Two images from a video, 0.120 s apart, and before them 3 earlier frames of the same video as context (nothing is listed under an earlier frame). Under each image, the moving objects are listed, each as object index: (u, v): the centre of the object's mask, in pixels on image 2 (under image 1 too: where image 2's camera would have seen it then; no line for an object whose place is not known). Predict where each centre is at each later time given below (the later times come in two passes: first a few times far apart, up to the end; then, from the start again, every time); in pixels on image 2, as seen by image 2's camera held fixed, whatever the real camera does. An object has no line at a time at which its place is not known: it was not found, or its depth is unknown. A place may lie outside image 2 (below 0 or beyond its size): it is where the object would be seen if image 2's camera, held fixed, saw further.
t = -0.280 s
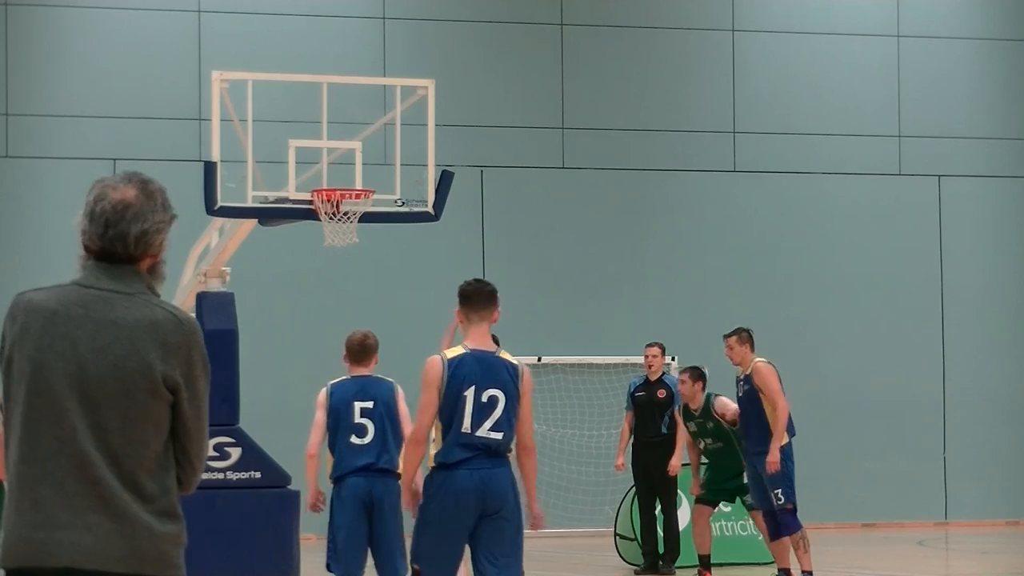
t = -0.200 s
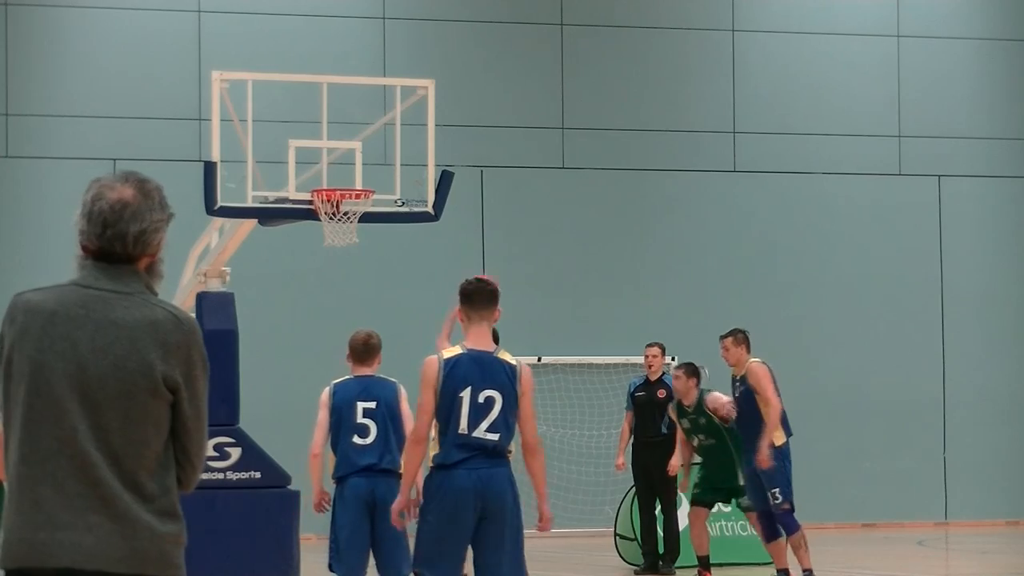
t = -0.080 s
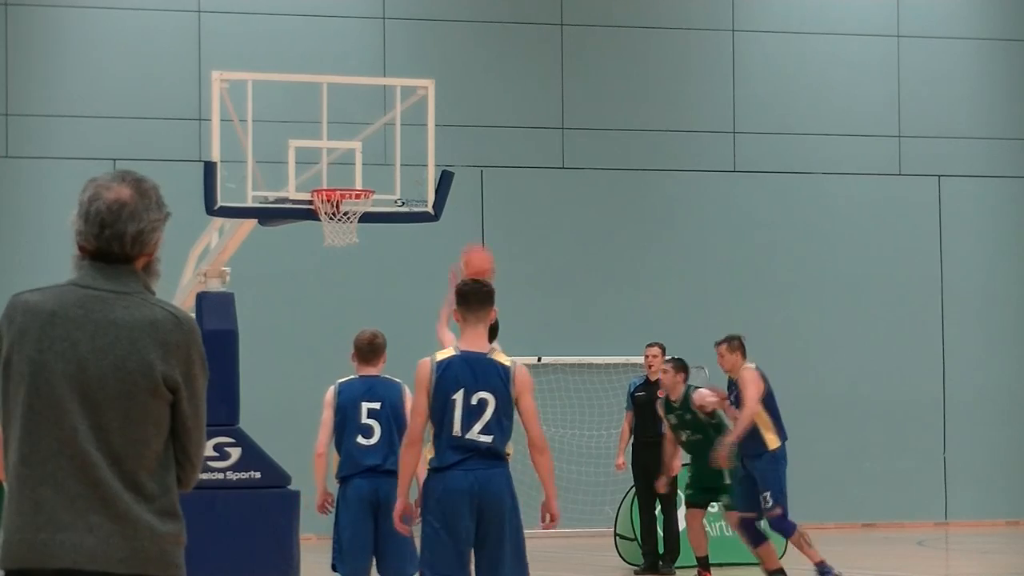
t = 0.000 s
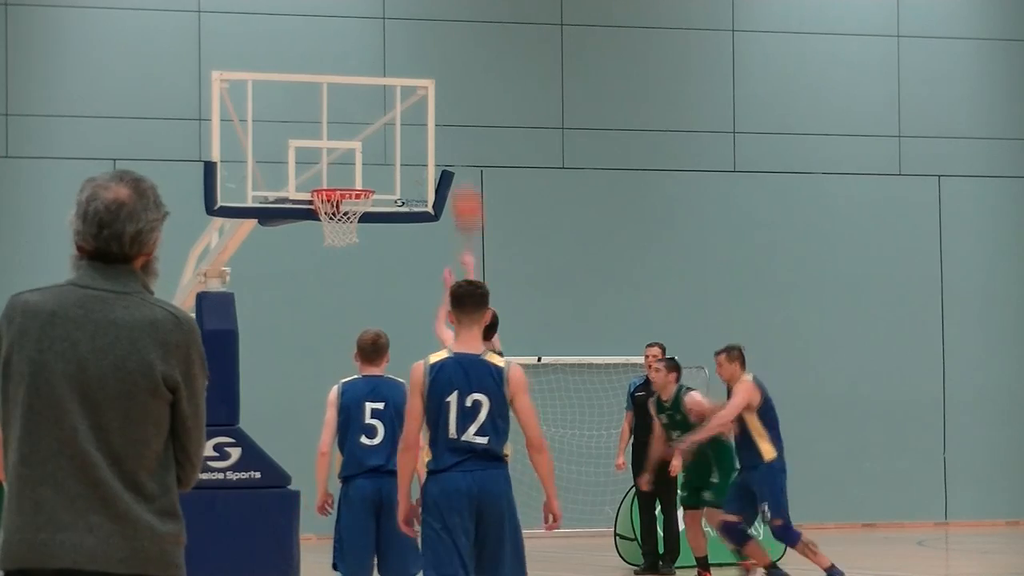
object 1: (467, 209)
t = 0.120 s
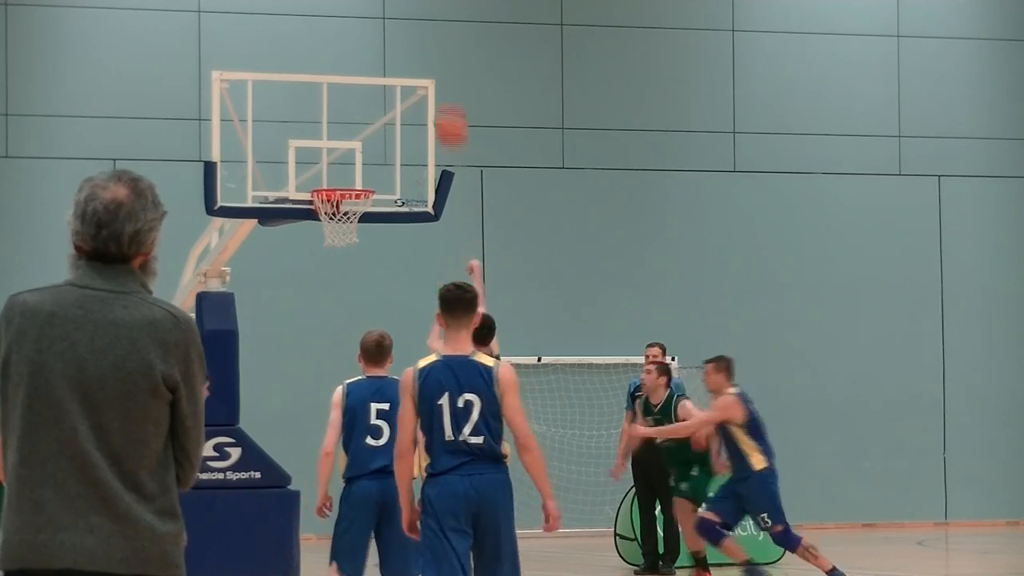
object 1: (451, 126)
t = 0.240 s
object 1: (436, 66)
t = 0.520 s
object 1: (404, 13)
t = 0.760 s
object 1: (378, 48)
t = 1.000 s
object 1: (357, 159)
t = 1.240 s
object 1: (338, 243)
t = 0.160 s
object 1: (446, 104)
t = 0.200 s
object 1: (441, 84)
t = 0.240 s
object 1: (436, 66)
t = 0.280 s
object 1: (431, 51)
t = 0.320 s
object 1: (426, 40)
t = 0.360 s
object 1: (421, 30)
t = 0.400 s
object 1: (417, 21)
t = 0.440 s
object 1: (413, 16)
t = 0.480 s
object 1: (408, 13)
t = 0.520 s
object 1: (404, 13)
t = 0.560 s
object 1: (399, 13)
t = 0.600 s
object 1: (395, 15)
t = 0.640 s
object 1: (391, 20)
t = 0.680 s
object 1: (387, 27)
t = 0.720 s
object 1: (382, 36)
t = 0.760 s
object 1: (378, 48)
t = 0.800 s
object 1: (374, 61)
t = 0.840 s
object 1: (371, 76)
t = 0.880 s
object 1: (367, 93)
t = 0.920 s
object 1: (363, 112)
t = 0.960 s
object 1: (360, 133)
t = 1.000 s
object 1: (357, 159)
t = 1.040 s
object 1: (354, 178)
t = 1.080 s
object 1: (349, 208)
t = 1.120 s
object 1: (348, 222)
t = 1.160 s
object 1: (345, 227)
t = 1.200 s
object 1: (342, 234)
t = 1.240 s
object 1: (338, 243)
